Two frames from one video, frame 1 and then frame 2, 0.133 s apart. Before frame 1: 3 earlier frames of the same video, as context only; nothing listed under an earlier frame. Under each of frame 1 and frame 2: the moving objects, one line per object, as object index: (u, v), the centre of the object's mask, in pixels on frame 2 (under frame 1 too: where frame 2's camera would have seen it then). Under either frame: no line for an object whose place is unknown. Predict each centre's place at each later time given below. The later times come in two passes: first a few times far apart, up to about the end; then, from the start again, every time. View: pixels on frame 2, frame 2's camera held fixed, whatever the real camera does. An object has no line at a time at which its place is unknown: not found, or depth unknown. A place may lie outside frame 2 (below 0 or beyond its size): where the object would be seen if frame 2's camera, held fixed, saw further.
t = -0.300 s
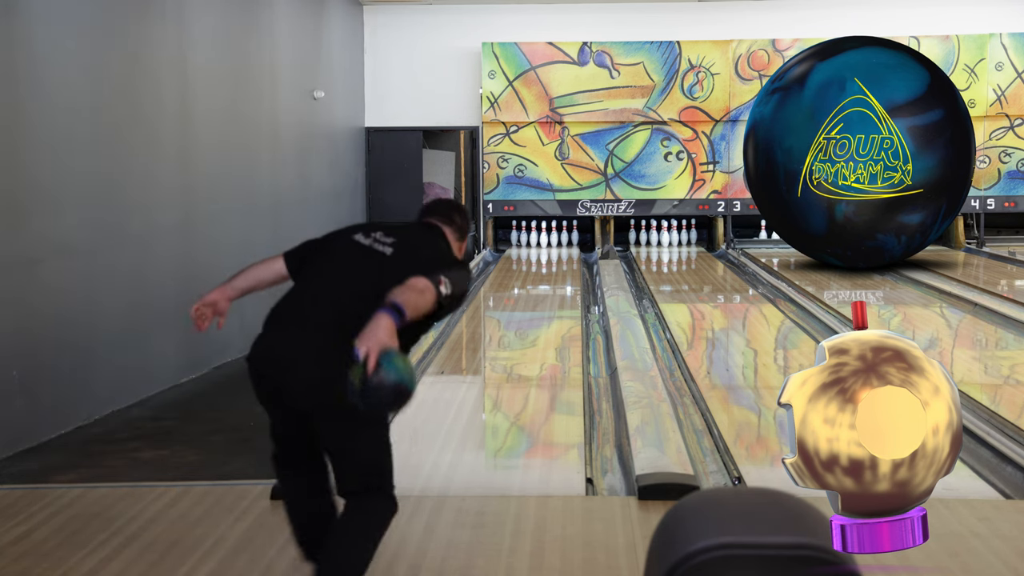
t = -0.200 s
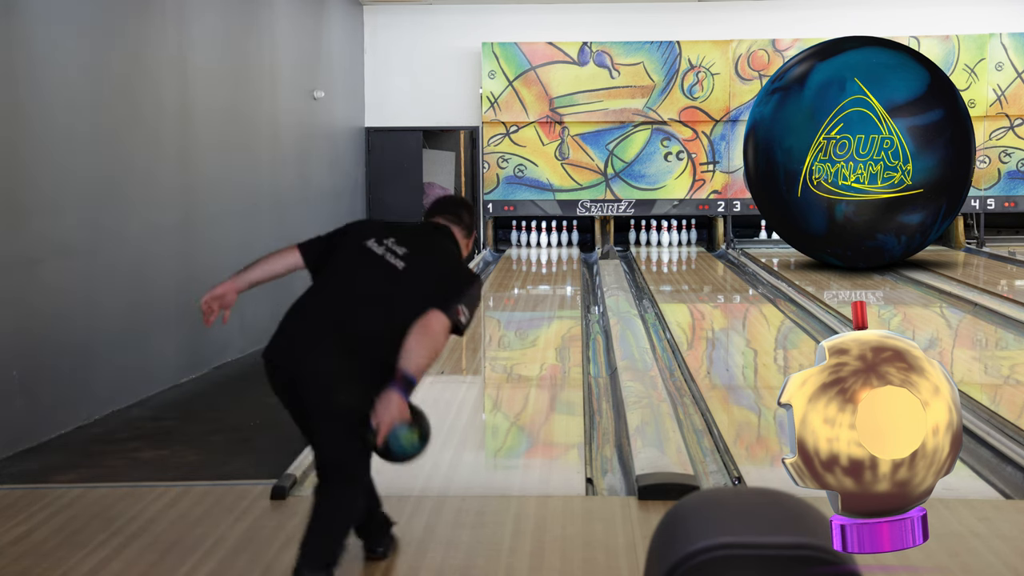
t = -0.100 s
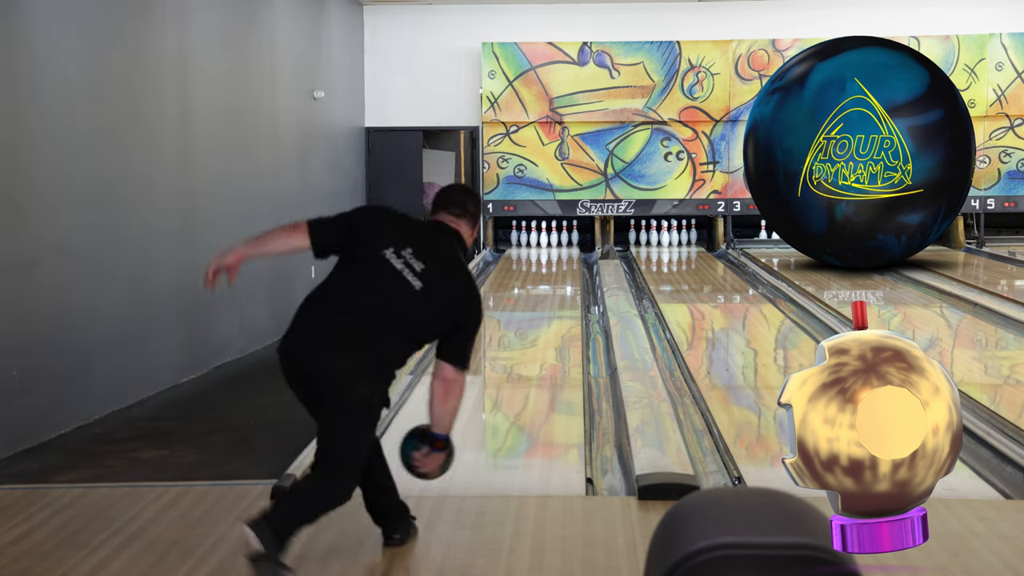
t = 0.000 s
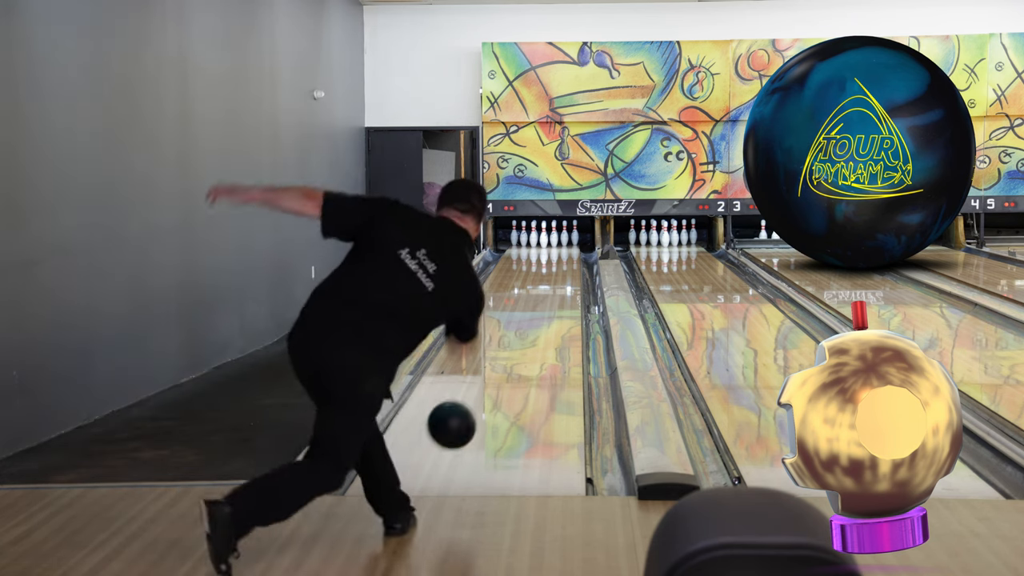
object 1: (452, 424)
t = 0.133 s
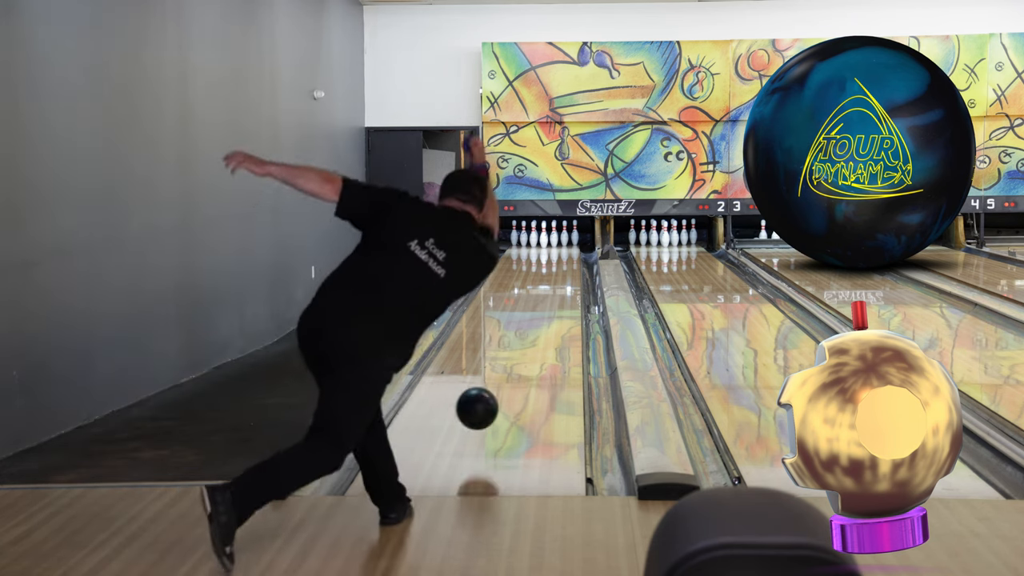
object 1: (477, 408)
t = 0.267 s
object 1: (496, 394)
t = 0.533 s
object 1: (523, 351)
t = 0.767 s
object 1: (538, 322)
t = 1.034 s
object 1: (551, 298)
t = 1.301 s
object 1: (559, 280)
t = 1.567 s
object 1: (564, 265)
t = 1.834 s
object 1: (563, 254)
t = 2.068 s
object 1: (557, 245)
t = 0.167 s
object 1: (482, 410)
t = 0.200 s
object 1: (487, 413)
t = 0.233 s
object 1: (492, 403)
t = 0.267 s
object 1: (496, 394)
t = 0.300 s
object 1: (500, 388)
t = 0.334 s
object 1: (504, 383)
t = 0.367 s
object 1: (507, 378)
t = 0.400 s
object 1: (511, 373)
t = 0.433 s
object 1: (514, 367)
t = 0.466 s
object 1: (517, 362)
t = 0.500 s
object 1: (520, 356)
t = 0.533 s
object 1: (523, 351)
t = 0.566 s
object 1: (525, 346)
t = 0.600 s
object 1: (528, 342)
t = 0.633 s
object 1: (530, 338)
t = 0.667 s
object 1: (532, 334)
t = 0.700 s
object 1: (534, 330)
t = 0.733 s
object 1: (536, 326)
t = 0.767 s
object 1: (538, 322)
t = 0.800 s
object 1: (540, 318)
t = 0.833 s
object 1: (542, 315)
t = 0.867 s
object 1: (543, 312)
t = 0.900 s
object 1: (545, 309)
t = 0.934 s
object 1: (546, 306)
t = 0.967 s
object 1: (548, 303)
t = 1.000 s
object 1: (549, 300)
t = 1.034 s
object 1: (551, 298)
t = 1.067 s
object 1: (552, 295)
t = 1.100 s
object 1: (553, 293)
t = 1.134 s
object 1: (554, 290)
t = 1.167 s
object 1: (555, 288)
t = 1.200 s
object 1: (556, 286)
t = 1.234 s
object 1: (557, 284)
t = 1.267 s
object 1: (558, 282)
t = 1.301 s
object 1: (559, 280)
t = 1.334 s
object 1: (560, 278)
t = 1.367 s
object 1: (560, 276)
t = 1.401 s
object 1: (561, 274)
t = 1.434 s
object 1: (562, 272)
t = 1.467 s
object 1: (562, 270)
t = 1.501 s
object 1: (563, 268)
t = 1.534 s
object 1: (563, 267)
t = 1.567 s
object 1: (564, 265)
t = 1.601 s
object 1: (564, 263)
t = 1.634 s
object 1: (564, 262)
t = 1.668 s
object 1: (564, 260)
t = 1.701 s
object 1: (564, 259)
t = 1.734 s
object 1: (564, 257)
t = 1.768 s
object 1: (564, 256)
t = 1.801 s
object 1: (564, 255)
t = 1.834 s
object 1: (563, 254)
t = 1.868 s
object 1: (563, 252)
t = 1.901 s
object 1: (562, 251)
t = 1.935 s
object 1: (562, 250)
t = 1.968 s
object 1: (560, 249)
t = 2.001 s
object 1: (560, 248)
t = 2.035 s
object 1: (559, 246)
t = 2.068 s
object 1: (557, 245)
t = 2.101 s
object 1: (556, 245)
